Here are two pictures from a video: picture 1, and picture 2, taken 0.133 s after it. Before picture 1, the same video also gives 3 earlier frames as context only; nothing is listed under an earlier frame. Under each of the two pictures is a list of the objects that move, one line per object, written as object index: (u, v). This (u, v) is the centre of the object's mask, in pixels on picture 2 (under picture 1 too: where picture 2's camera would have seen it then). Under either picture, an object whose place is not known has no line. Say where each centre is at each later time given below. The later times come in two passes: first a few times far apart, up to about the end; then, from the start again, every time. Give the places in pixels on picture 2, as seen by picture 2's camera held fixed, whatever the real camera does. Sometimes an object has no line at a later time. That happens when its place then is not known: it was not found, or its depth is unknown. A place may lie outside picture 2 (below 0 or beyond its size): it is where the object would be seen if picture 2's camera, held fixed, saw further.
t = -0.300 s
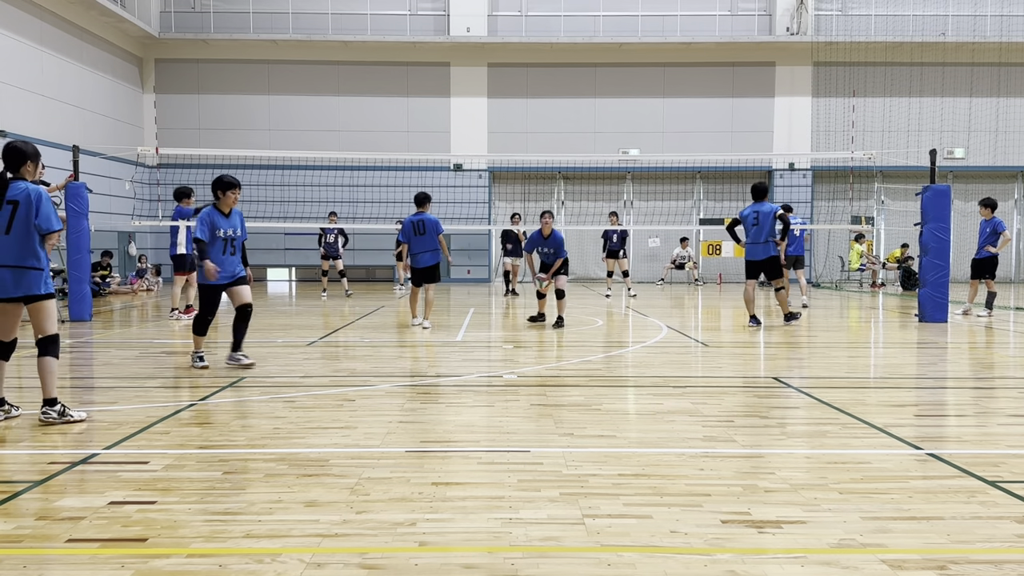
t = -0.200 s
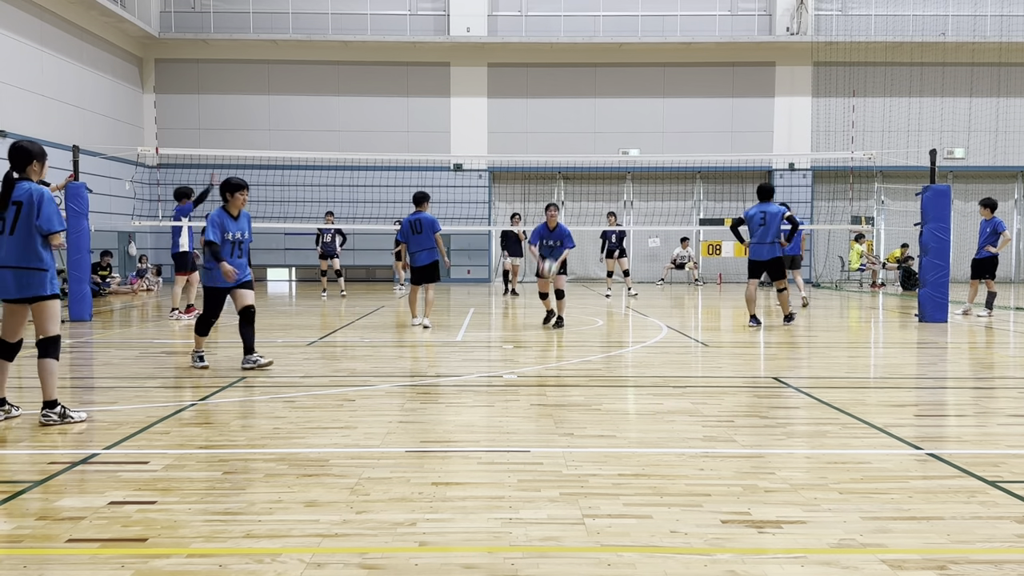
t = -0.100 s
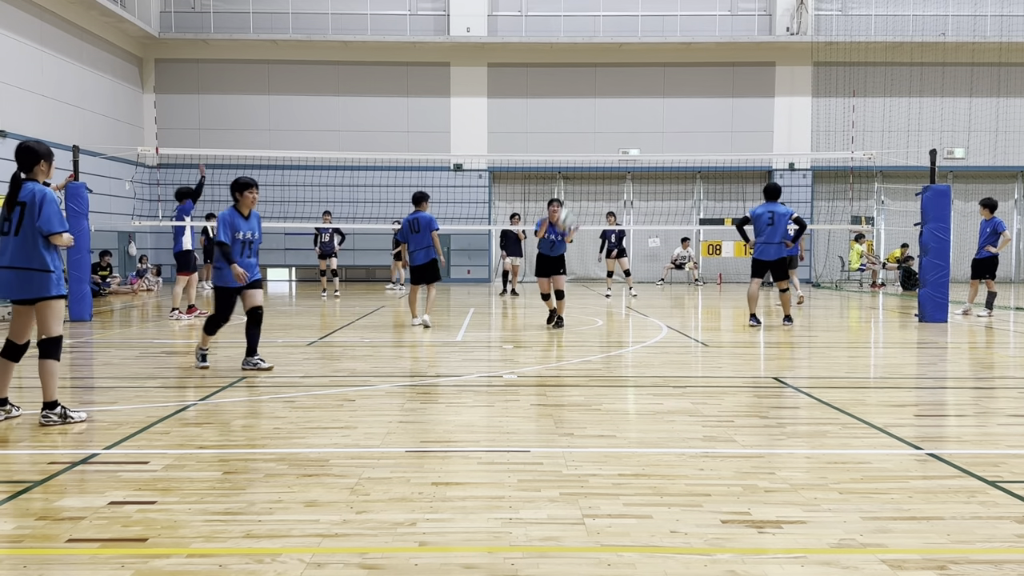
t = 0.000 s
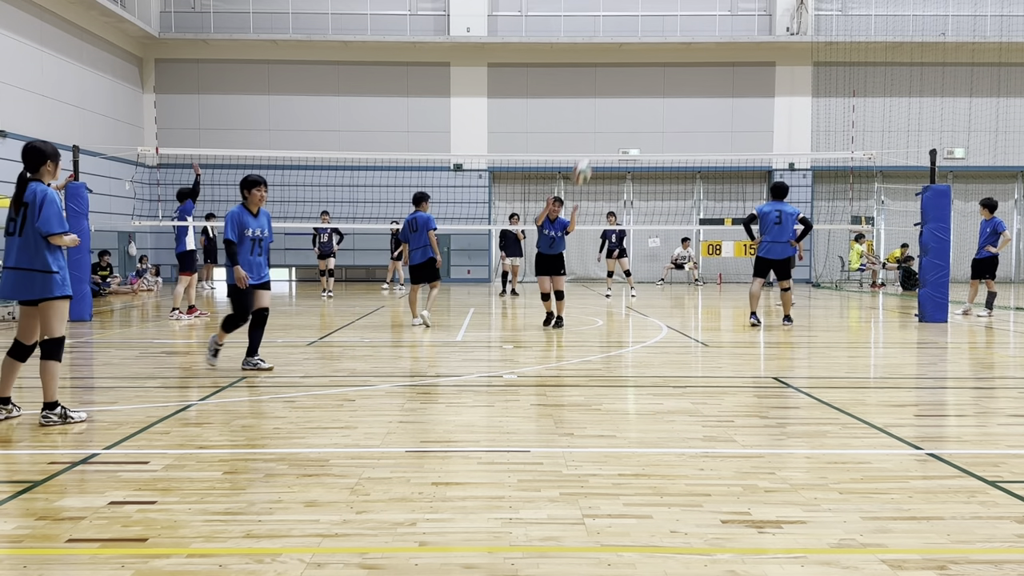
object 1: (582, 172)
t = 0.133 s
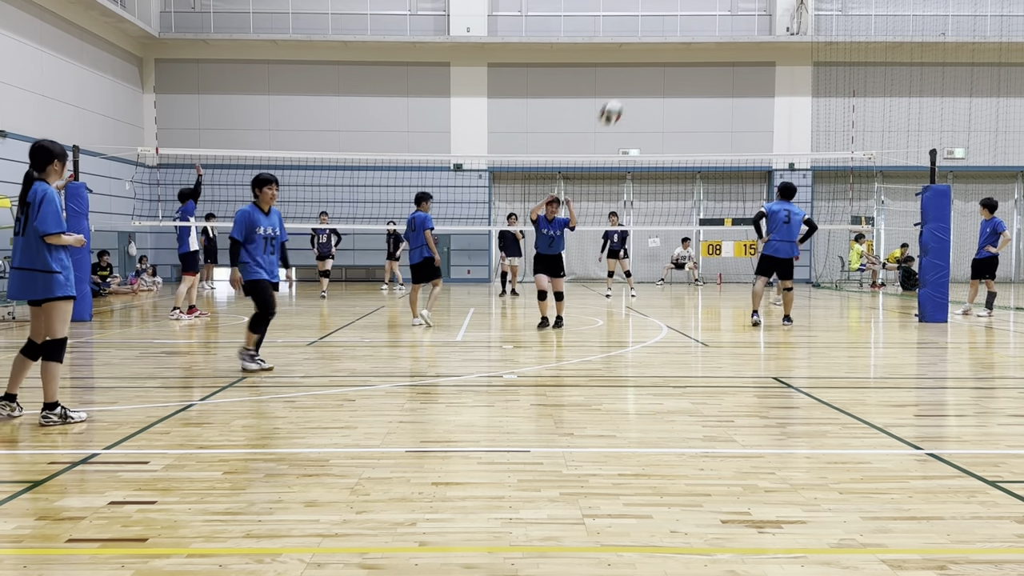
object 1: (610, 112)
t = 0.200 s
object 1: (627, 86)
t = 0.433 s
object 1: (697, 25)
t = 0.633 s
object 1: (779, 24)
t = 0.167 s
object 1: (619, 99)
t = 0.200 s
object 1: (627, 86)
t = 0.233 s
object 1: (636, 75)
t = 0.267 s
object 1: (645, 65)
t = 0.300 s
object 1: (654, 55)
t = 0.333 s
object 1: (665, 46)
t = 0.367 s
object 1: (675, 38)
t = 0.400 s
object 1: (686, 31)
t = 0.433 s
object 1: (697, 25)
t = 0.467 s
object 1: (709, 21)
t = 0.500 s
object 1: (722, 18)
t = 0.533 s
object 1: (735, 17)
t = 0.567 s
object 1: (748, 17)
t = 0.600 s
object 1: (763, 20)
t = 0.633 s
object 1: (779, 24)
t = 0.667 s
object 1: (795, 31)
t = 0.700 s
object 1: (813, 40)
